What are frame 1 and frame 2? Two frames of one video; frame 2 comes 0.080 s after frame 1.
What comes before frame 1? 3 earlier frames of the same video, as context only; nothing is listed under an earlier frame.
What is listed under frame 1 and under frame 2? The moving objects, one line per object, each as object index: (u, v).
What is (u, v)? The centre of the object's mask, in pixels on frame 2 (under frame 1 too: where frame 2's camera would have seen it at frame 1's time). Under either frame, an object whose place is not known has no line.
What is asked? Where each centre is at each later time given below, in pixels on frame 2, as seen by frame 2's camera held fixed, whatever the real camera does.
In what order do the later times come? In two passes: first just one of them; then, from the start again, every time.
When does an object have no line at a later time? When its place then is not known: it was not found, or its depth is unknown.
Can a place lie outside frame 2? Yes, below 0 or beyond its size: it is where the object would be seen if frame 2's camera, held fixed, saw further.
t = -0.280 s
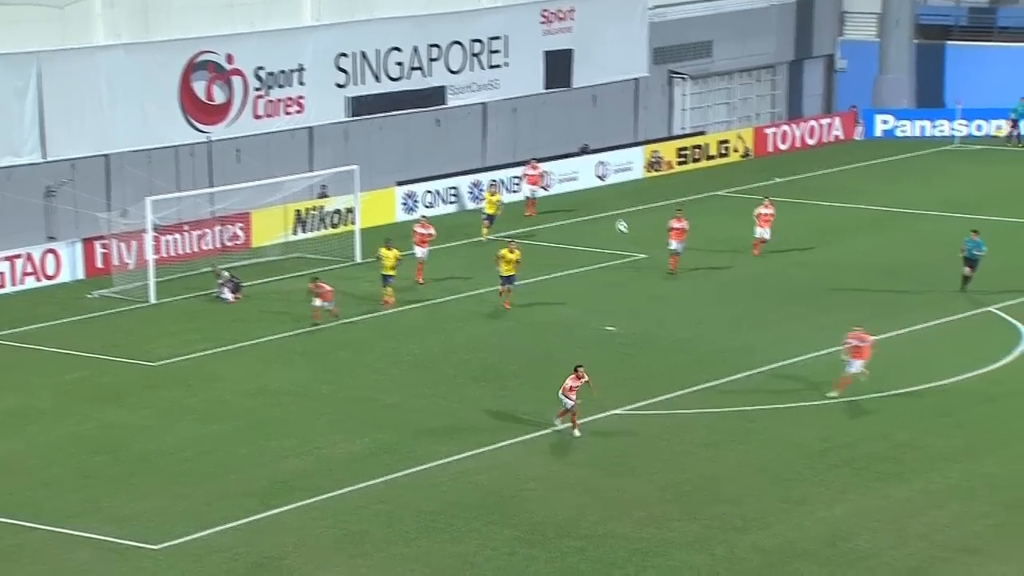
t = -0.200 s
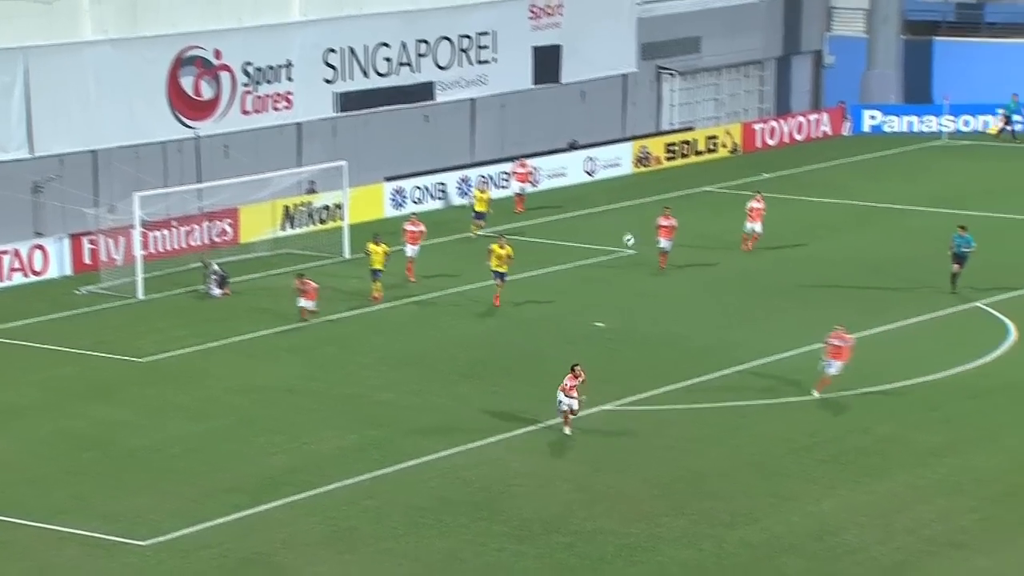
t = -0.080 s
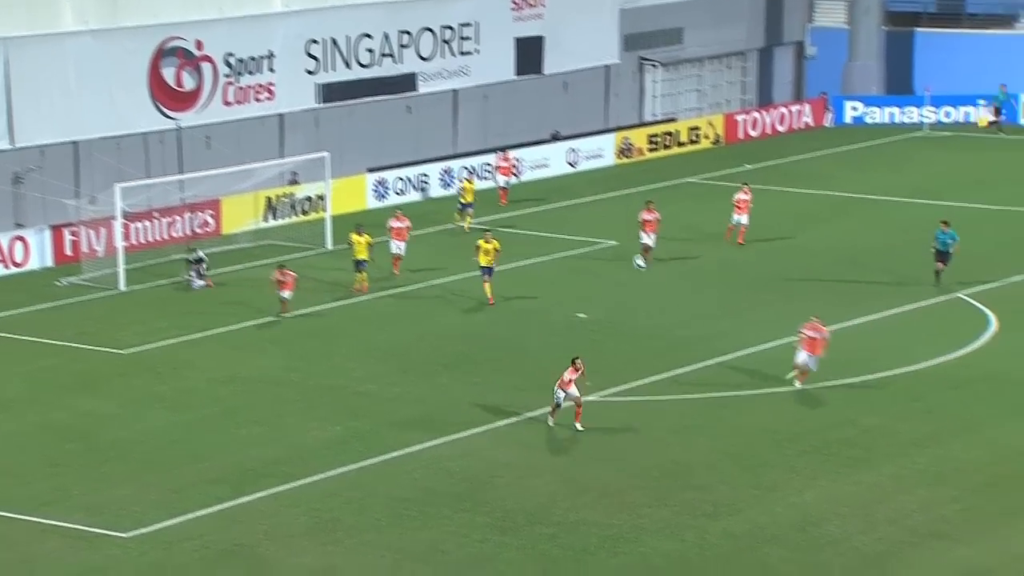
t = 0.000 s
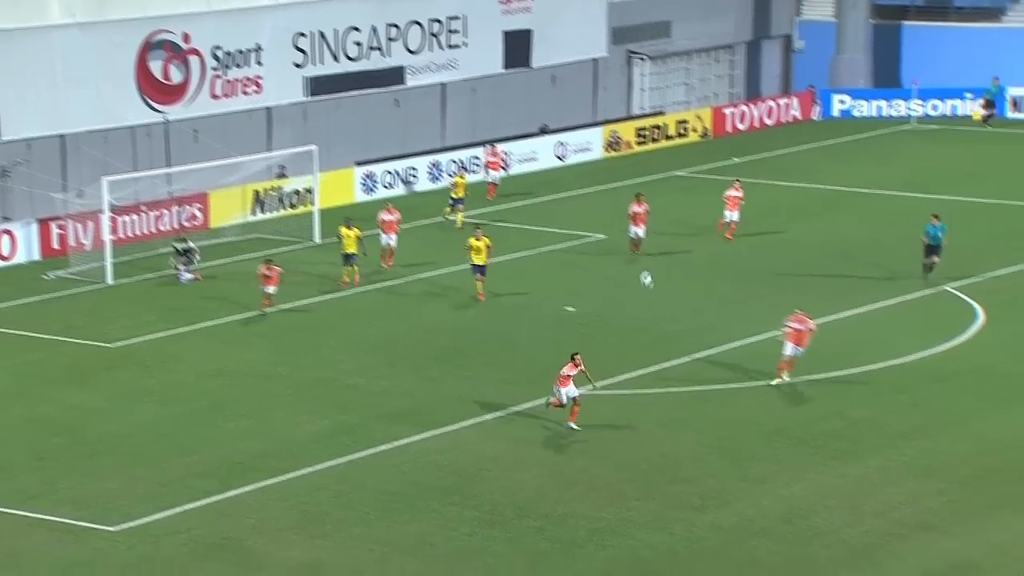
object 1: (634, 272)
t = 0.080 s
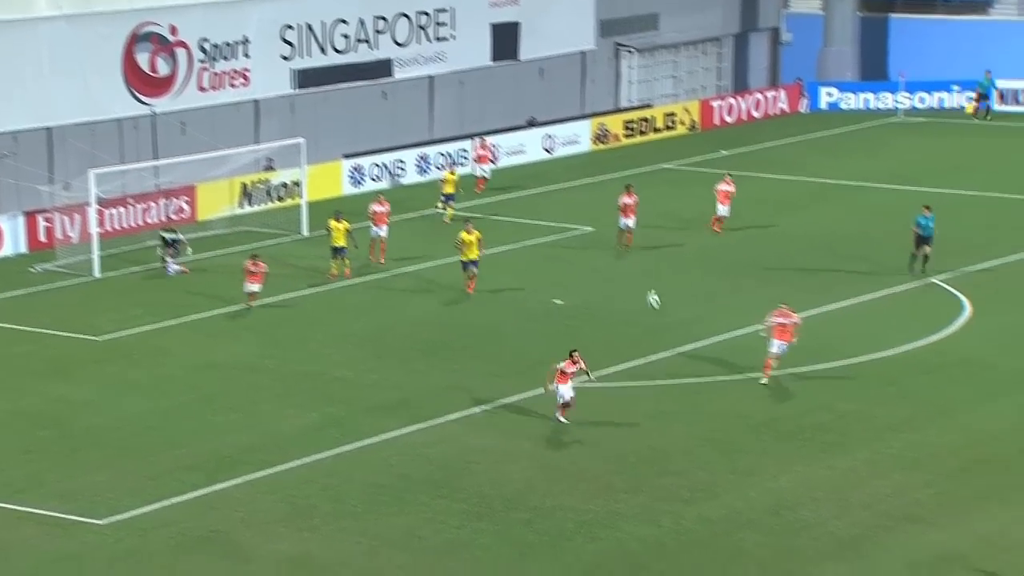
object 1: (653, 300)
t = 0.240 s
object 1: (692, 362)
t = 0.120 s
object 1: (663, 314)
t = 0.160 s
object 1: (672, 329)
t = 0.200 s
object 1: (682, 345)
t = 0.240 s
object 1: (692, 362)
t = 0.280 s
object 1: (701, 380)
